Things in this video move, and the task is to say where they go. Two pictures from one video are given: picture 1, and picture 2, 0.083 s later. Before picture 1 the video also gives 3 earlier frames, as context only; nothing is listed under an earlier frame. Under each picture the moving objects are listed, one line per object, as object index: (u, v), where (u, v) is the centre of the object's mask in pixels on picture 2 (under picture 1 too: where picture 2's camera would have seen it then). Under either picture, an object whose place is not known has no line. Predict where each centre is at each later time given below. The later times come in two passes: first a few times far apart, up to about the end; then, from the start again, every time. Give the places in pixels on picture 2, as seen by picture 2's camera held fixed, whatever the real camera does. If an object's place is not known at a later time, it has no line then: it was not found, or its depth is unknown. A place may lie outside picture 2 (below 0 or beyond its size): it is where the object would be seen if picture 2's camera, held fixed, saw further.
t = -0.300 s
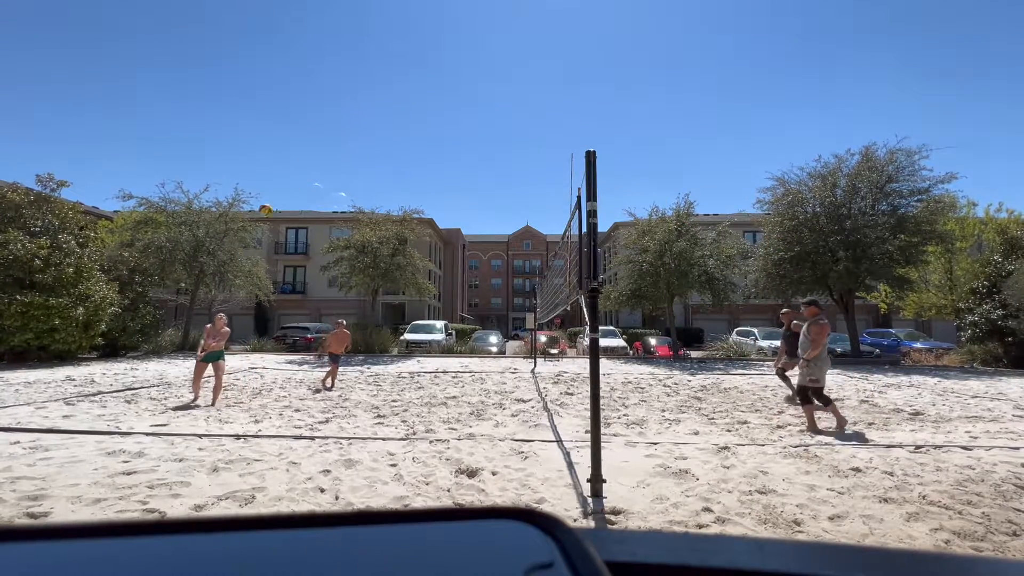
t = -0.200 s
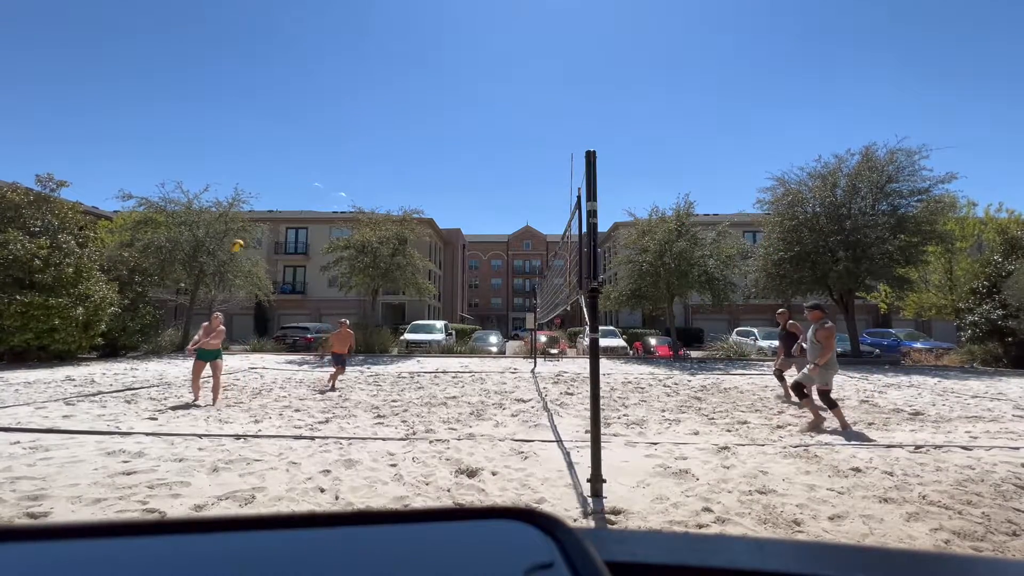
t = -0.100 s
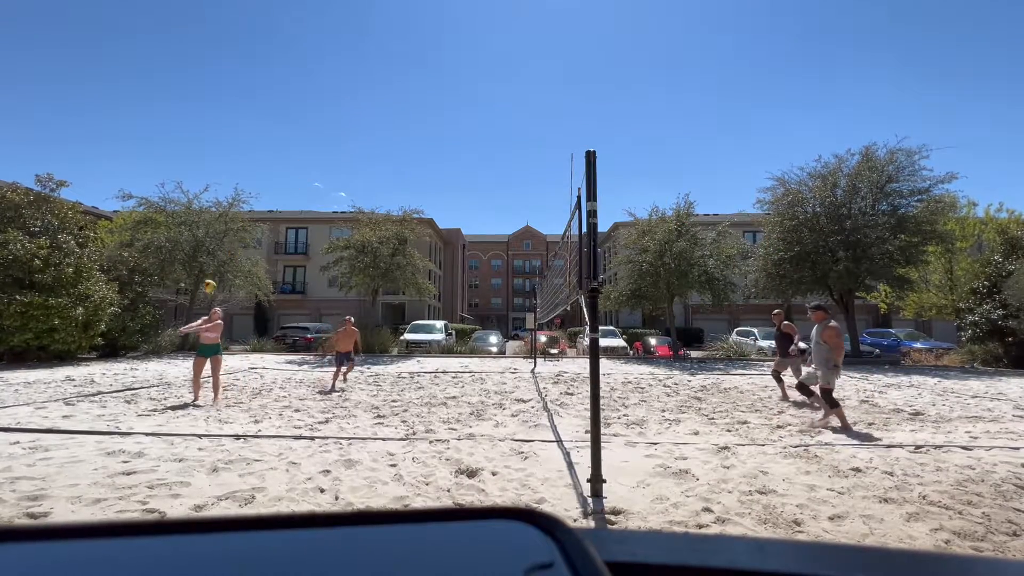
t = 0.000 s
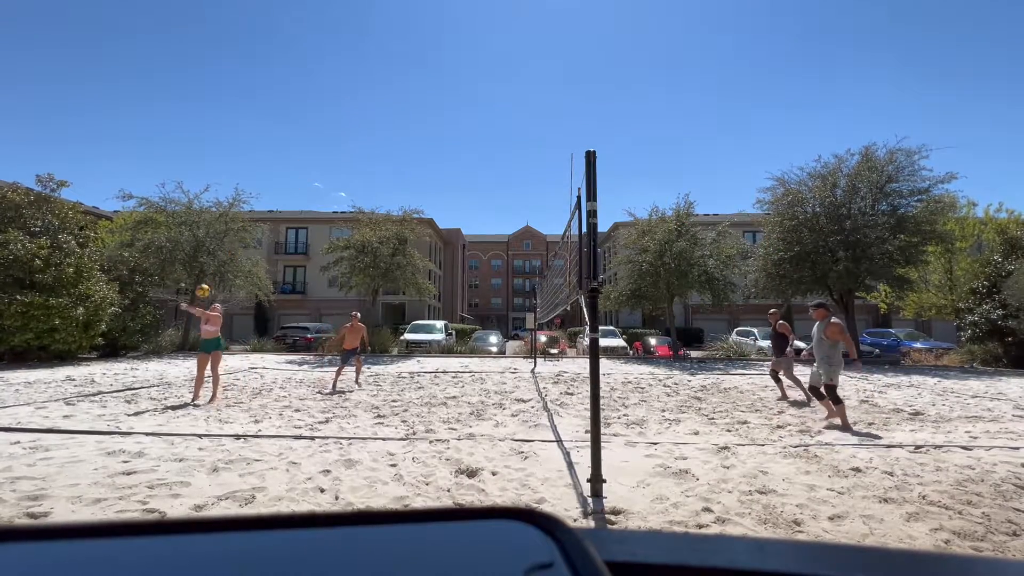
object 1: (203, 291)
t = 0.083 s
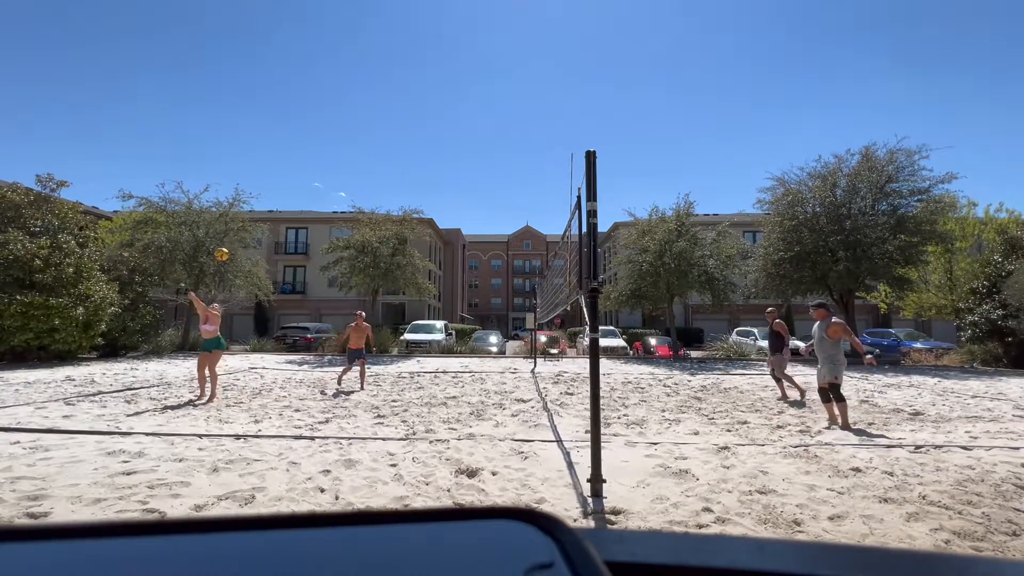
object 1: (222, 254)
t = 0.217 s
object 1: (250, 207)
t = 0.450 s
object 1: (295, 153)
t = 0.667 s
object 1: (332, 132)
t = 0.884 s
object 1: (365, 136)
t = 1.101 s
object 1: (395, 161)
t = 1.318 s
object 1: (422, 205)
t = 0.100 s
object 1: (226, 248)
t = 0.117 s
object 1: (229, 241)
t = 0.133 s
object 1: (233, 235)
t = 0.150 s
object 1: (236, 229)
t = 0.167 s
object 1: (241, 224)
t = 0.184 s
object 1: (245, 218)
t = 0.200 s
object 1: (246, 212)
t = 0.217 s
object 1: (250, 207)
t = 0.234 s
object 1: (254, 202)
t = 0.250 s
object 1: (257, 197)
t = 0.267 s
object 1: (260, 192)
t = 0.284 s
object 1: (264, 188)
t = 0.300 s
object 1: (267, 183)
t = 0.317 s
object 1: (270, 179)
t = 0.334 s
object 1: (273, 175)
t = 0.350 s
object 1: (277, 172)
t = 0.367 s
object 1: (280, 168)
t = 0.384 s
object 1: (283, 165)
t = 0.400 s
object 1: (286, 161)
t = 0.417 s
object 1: (289, 159)
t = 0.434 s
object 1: (292, 156)
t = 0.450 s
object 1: (295, 153)
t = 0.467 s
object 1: (298, 151)
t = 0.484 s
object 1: (301, 148)
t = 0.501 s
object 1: (304, 146)
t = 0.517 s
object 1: (307, 144)
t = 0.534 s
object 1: (309, 142)
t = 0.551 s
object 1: (313, 140)
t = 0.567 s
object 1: (315, 139)
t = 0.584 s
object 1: (318, 137)
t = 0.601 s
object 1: (321, 136)
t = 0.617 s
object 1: (324, 135)
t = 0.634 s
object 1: (327, 134)
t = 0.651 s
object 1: (329, 133)
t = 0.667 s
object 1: (332, 132)
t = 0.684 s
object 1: (335, 132)
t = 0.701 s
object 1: (337, 132)
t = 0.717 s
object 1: (340, 131)
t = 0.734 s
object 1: (343, 131)
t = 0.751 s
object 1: (345, 131)
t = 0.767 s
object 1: (348, 131)
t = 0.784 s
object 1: (350, 132)
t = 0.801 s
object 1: (353, 132)
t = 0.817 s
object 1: (355, 132)
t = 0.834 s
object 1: (358, 134)
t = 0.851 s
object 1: (360, 134)
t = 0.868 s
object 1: (363, 135)
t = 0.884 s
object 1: (365, 136)
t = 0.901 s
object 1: (367, 137)
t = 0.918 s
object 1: (370, 139)
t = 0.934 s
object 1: (372, 140)
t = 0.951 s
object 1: (375, 142)
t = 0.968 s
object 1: (377, 143)
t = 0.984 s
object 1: (379, 145)
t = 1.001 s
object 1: (381, 147)
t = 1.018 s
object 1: (384, 149)
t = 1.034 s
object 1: (386, 151)
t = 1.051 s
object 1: (388, 153)
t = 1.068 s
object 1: (391, 156)
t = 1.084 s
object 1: (393, 158)
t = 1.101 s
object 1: (395, 161)
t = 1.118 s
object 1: (397, 164)
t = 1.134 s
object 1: (399, 166)
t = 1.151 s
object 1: (401, 169)
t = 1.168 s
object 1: (403, 172)
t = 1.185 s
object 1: (405, 176)
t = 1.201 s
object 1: (407, 179)
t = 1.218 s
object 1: (410, 182)
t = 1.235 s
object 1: (412, 186)
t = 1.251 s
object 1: (414, 190)
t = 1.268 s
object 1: (416, 194)
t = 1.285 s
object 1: (418, 197)
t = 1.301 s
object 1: (420, 201)
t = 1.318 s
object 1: (422, 205)
